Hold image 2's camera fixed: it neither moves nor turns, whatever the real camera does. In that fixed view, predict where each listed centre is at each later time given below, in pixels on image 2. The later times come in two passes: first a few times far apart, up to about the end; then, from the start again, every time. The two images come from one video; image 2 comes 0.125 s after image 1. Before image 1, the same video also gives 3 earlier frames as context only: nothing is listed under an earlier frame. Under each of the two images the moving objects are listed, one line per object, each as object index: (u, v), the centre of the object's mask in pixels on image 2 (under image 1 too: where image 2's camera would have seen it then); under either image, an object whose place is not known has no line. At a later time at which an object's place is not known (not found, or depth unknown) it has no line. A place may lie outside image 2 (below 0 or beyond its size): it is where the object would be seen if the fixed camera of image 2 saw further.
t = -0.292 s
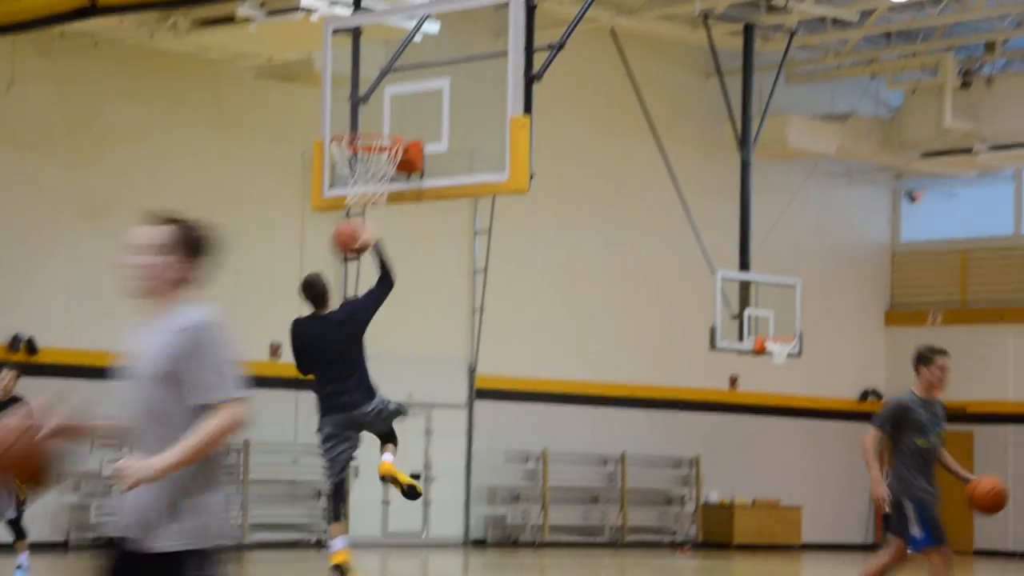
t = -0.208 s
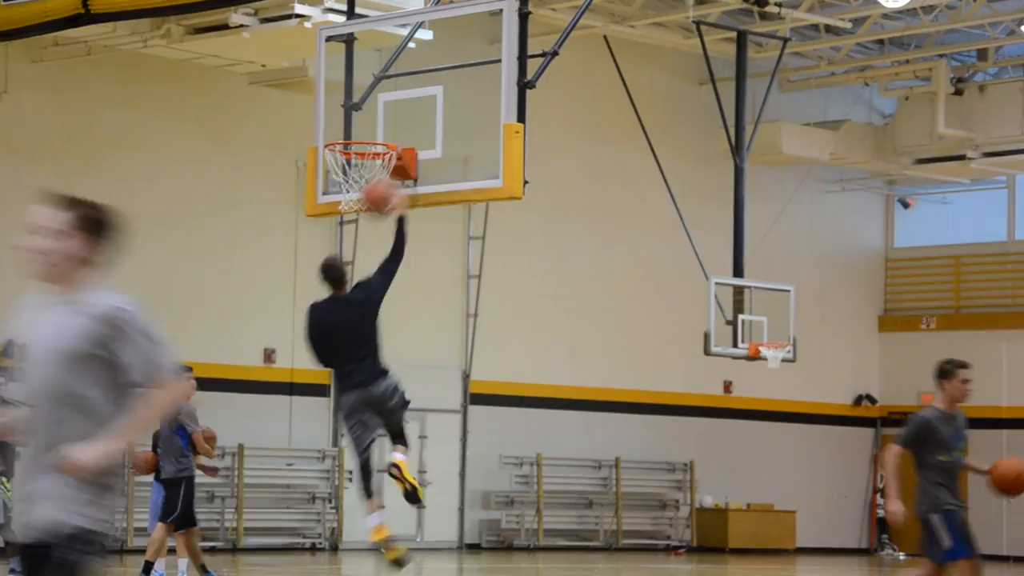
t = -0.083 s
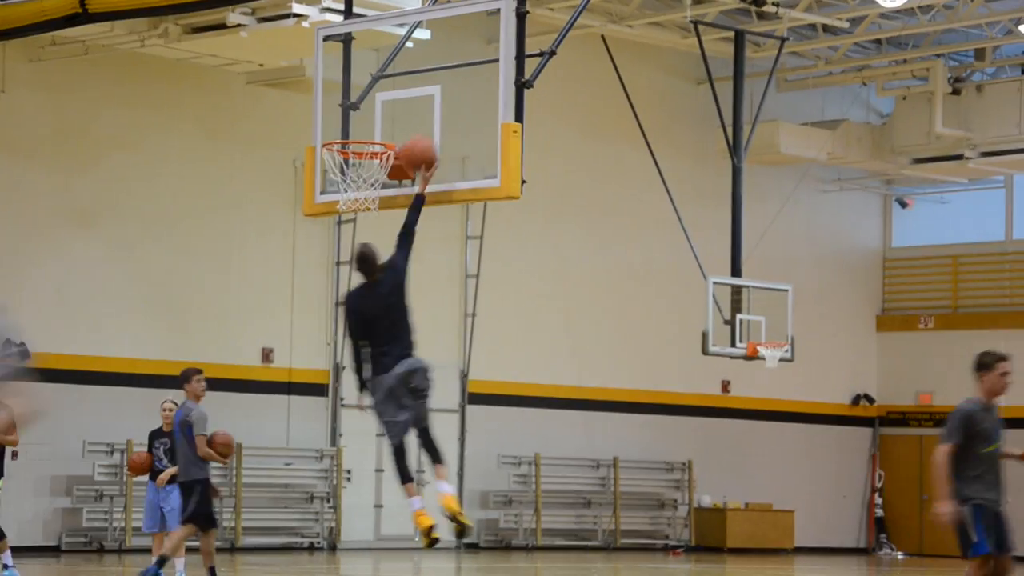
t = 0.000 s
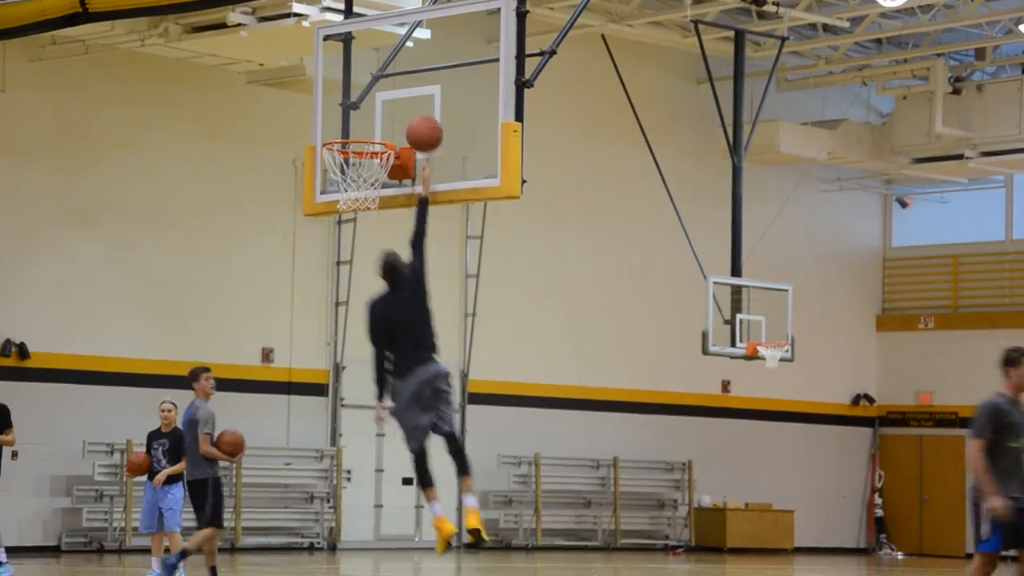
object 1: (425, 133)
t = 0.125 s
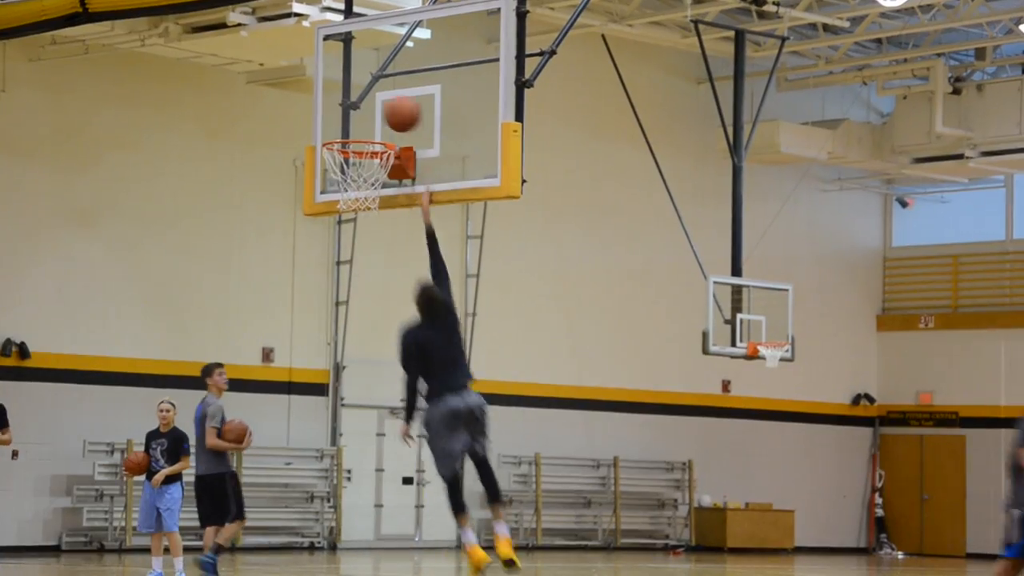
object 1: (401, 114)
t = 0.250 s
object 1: (372, 113)
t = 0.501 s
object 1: (373, 161)
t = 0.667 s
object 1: (373, 206)
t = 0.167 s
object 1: (392, 111)
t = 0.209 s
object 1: (382, 111)
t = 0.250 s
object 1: (372, 113)
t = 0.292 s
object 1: (361, 119)
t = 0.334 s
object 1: (351, 124)
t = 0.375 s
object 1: (346, 130)
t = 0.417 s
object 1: (354, 140)
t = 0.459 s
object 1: (365, 154)
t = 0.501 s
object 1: (373, 161)
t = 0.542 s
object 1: (378, 170)
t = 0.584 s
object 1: (377, 181)
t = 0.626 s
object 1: (375, 191)
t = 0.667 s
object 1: (373, 206)
